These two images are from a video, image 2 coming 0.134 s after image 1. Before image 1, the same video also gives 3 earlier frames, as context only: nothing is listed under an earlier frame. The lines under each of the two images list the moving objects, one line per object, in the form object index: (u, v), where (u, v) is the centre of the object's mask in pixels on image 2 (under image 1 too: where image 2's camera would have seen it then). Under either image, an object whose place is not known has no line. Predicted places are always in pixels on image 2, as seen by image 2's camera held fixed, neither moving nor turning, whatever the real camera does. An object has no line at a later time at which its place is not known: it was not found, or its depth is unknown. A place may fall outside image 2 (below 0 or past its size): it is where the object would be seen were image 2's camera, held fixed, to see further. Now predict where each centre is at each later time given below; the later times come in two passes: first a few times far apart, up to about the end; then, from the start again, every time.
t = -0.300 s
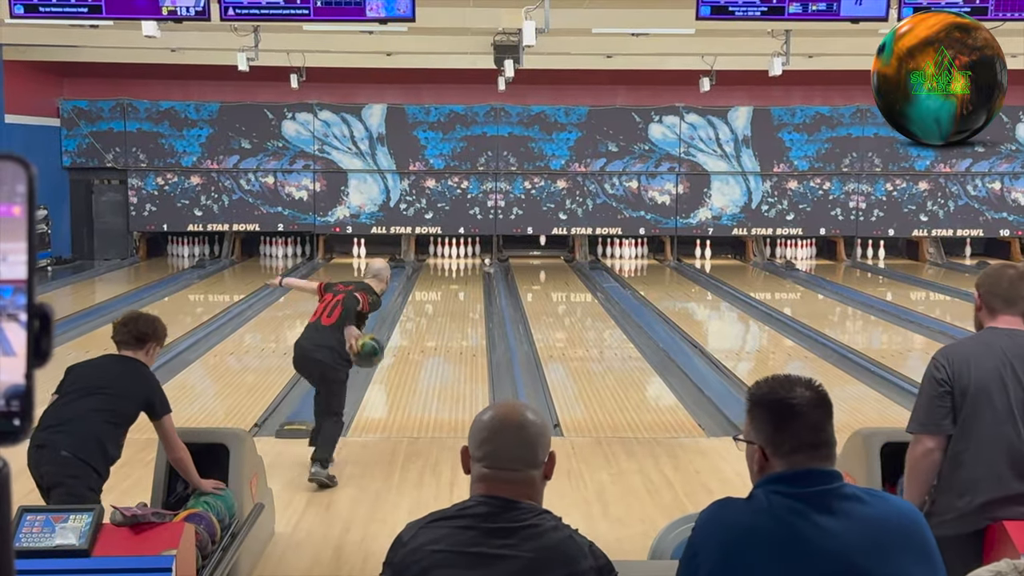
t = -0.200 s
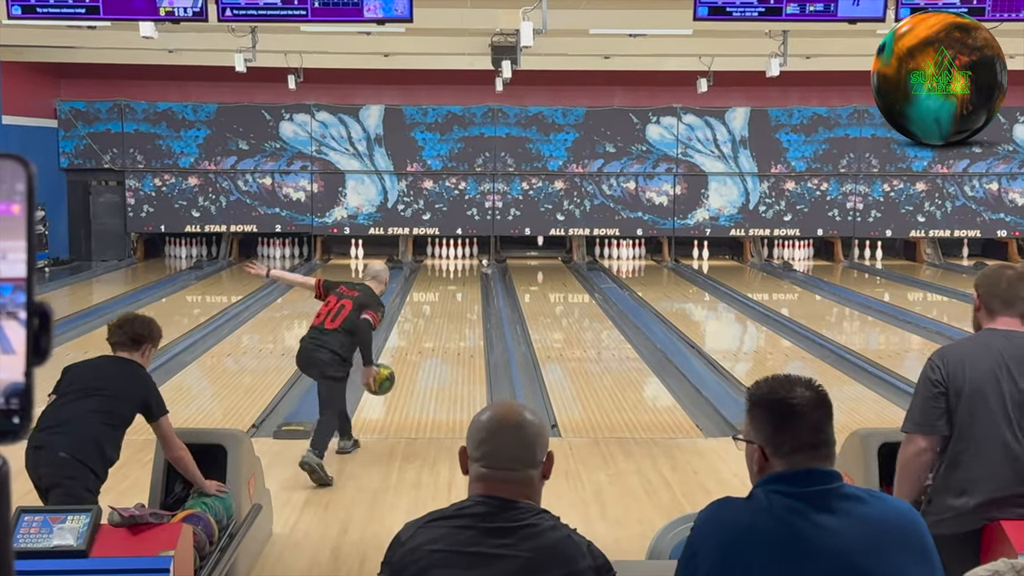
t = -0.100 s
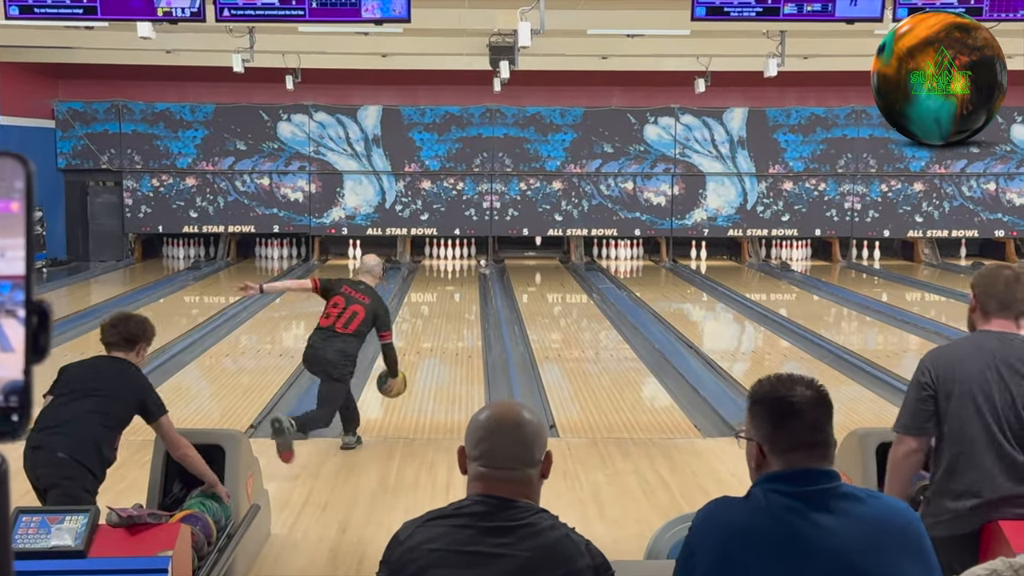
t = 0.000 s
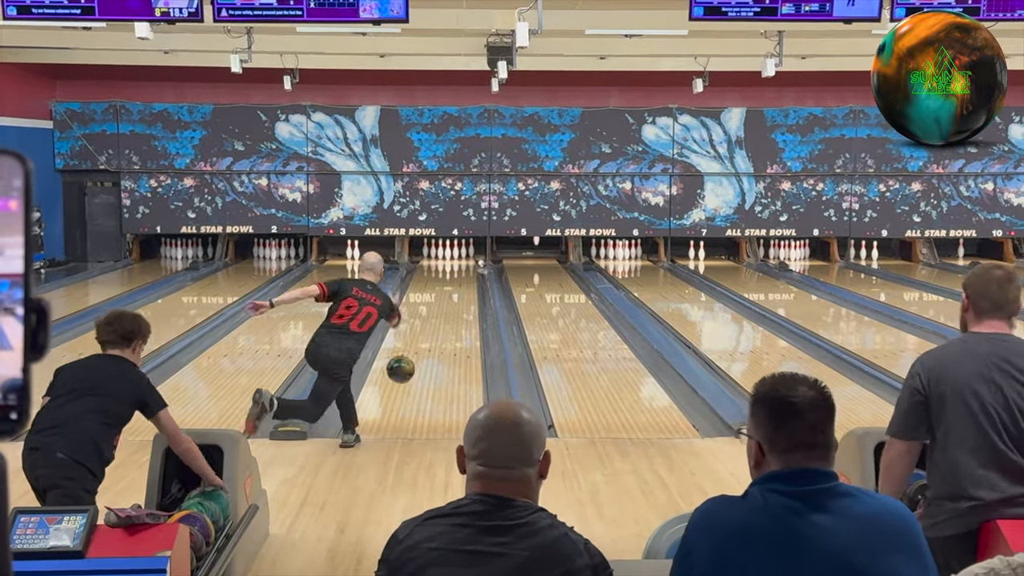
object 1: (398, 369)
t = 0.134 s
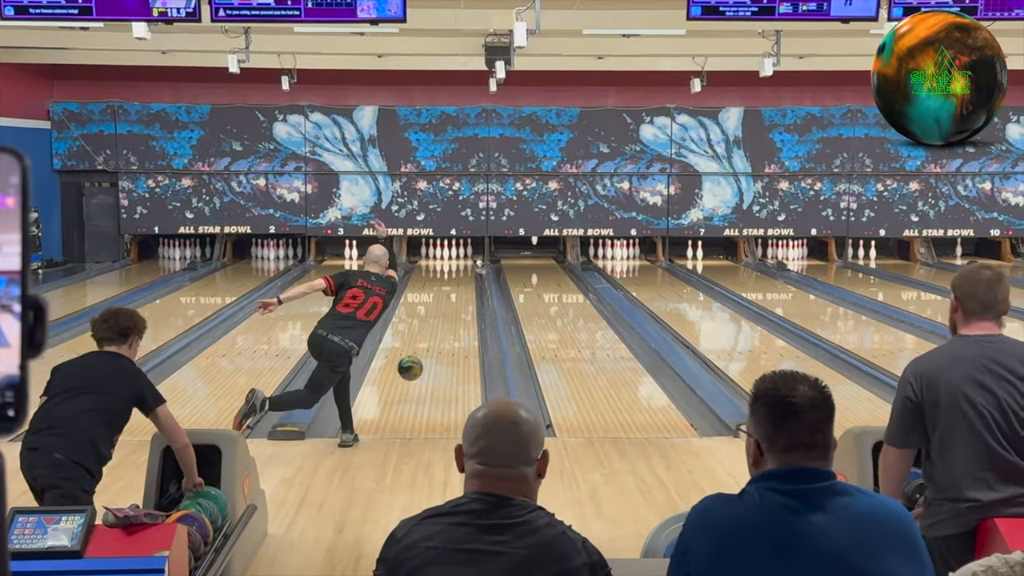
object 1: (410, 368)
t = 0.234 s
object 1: (417, 373)
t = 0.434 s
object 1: (429, 349)
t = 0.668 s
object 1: (439, 328)
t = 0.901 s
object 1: (447, 311)
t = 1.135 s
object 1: (453, 296)
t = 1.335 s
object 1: (457, 287)
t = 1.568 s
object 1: (460, 277)
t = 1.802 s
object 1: (460, 268)
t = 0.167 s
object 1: (413, 370)
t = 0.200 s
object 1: (415, 375)
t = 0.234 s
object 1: (417, 373)
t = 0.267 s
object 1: (419, 368)
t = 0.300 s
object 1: (421, 364)
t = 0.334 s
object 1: (423, 361)
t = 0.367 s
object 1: (425, 357)
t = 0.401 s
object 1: (427, 353)
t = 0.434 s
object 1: (429, 349)
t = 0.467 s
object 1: (430, 346)
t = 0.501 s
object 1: (432, 343)
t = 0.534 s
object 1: (433, 339)
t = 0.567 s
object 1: (435, 336)
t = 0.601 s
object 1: (437, 334)
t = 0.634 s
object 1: (438, 331)
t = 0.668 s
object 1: (439, 328)
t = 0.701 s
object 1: (440, 325)
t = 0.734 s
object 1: (442, 323)
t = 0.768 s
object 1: (443, 321)
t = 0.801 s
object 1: (444, 318)
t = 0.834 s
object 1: (445, 315)
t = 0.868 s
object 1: (446, 313)
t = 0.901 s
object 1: (447, 311)
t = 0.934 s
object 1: (448, 308)
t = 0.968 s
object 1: (449, 306)
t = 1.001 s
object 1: (450, 304)
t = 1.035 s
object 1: (451, 302)
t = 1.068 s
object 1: (452, 300)
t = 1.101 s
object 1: (453, 298)
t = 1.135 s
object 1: (453, 296)
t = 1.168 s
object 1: (454, 295)
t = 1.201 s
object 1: (455, 293)
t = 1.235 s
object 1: (455, 291)
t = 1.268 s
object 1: (456, 290)
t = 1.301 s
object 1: (457, 288)
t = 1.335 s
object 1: (457, 287)
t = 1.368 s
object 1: (458, 285)
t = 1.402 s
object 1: (458, 284)
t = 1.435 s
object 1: (459, 282)
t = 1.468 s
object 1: (460, 280)
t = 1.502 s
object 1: (459, 279)
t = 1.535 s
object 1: (460, 278)
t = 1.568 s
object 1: (460, 277)
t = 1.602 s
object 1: (461, 276)
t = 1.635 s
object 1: (461, 274)
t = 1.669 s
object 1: (462, 272)
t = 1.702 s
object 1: (461, 271)
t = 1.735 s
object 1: (461, 271)
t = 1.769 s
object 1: (461, 270)
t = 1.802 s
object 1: (460, 268)
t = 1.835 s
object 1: (460, 267)
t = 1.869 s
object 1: (460, 266)
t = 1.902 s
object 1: (459, 265)
